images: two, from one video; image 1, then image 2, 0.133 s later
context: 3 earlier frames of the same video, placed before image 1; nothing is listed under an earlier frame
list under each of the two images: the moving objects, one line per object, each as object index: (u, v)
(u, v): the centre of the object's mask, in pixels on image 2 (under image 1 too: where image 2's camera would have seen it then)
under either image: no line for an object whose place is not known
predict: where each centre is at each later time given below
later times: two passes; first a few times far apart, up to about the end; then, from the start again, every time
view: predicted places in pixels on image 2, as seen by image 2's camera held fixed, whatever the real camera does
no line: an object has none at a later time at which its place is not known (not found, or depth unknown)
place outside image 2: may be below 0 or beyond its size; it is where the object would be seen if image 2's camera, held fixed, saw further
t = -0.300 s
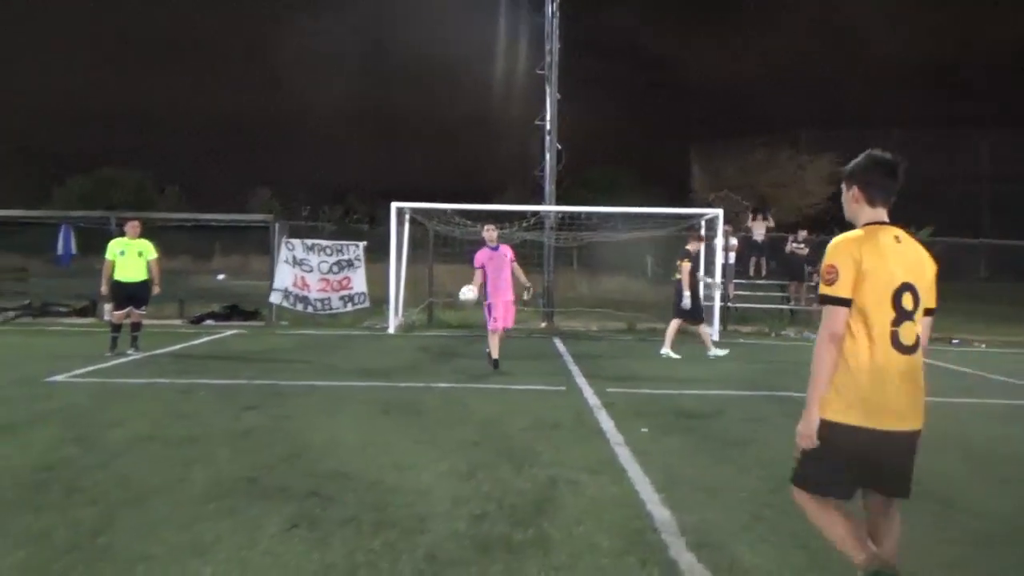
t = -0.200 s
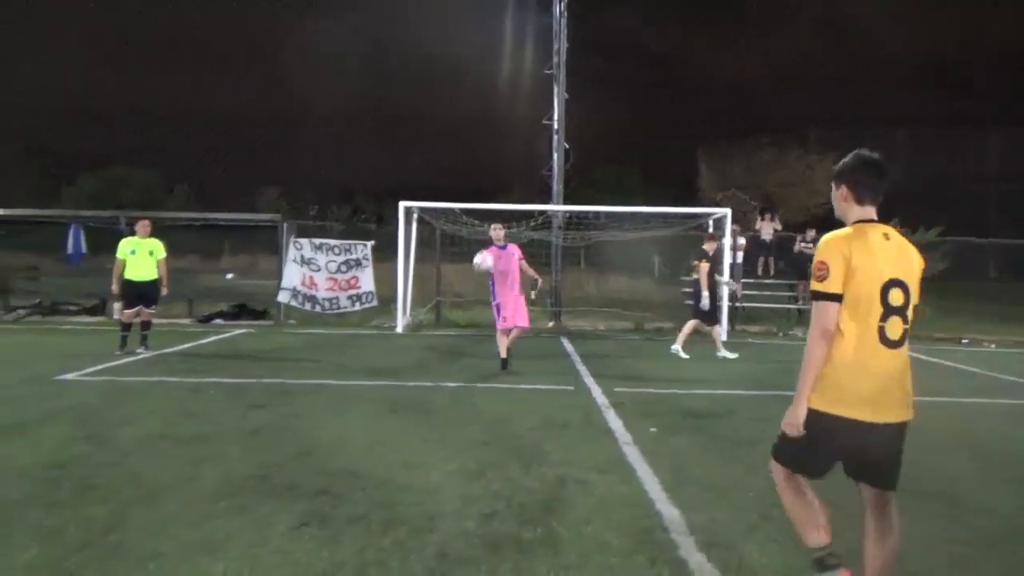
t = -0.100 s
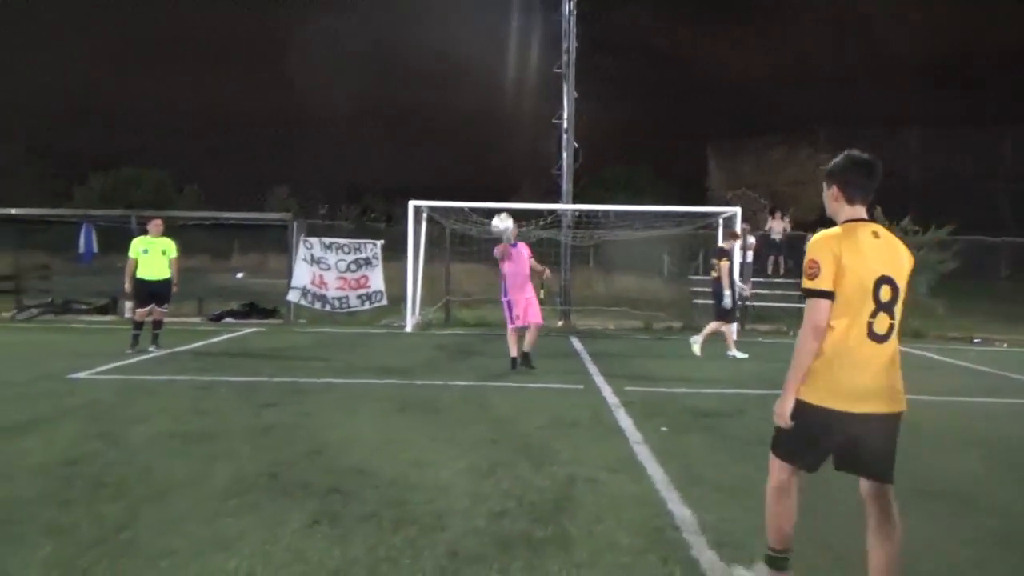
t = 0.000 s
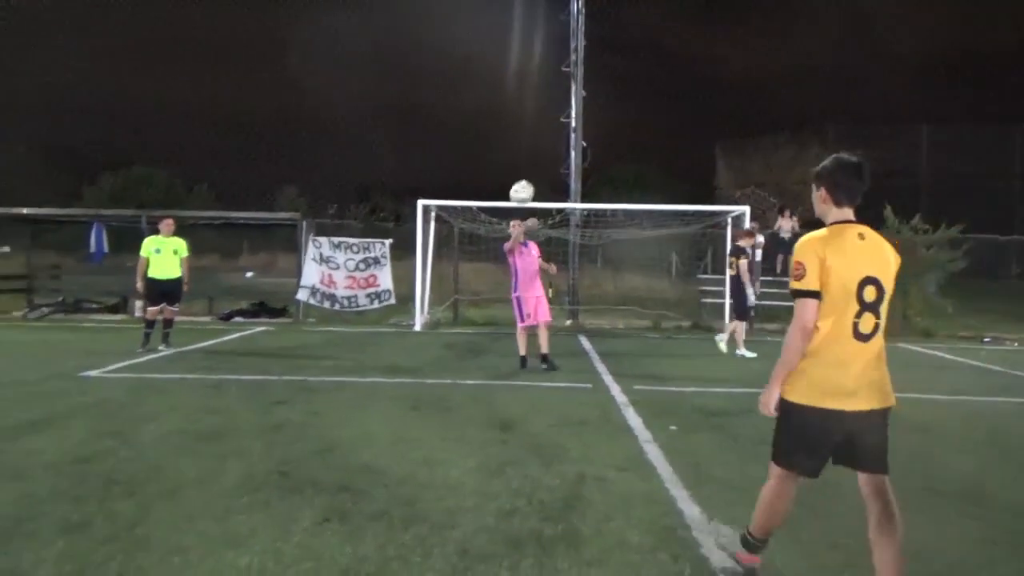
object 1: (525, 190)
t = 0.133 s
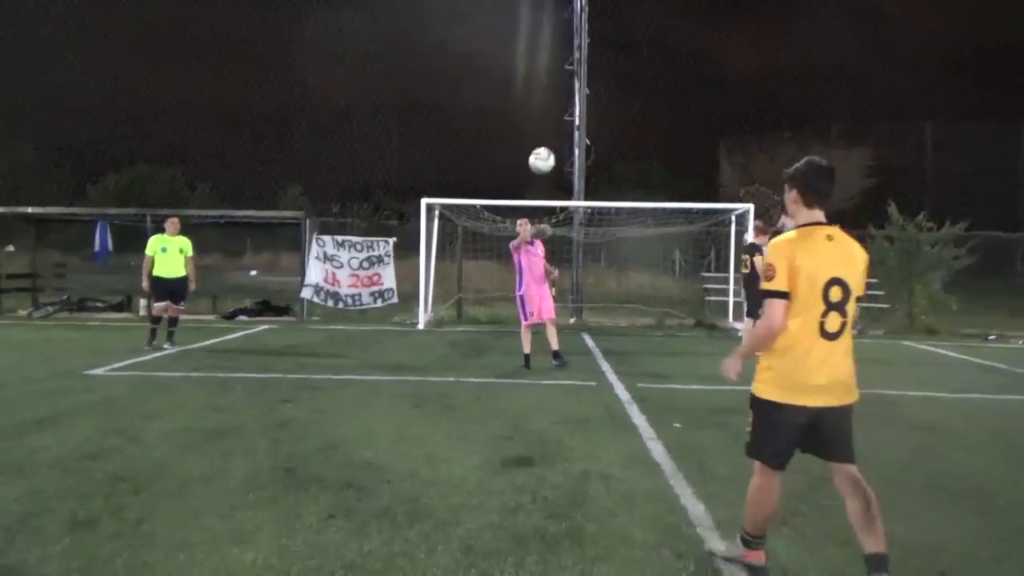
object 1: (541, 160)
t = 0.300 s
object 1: (567, 145)
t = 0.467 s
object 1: (601, 170)
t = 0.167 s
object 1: (546, 155)
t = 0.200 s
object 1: (551, 150)
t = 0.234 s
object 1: (556, 147)
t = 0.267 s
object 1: (562, 145)
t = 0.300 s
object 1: (567, 145)
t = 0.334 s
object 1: (574, 146)
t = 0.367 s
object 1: (580, 149)
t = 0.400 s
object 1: (587, 153)
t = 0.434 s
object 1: (593, 160)
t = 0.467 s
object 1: (601, 170)
